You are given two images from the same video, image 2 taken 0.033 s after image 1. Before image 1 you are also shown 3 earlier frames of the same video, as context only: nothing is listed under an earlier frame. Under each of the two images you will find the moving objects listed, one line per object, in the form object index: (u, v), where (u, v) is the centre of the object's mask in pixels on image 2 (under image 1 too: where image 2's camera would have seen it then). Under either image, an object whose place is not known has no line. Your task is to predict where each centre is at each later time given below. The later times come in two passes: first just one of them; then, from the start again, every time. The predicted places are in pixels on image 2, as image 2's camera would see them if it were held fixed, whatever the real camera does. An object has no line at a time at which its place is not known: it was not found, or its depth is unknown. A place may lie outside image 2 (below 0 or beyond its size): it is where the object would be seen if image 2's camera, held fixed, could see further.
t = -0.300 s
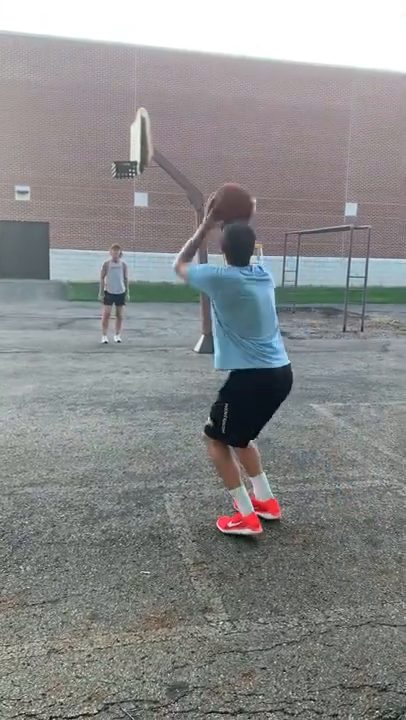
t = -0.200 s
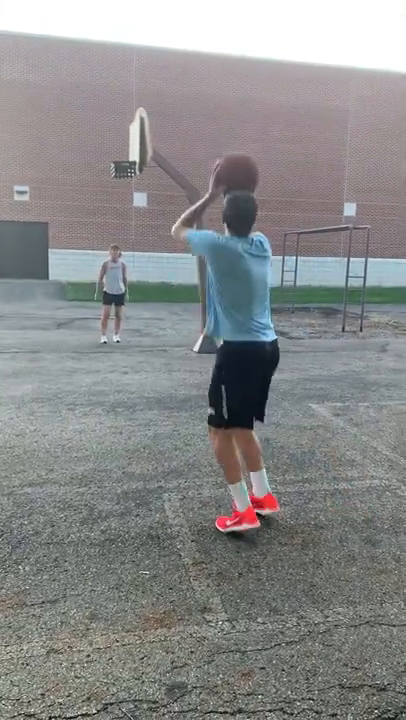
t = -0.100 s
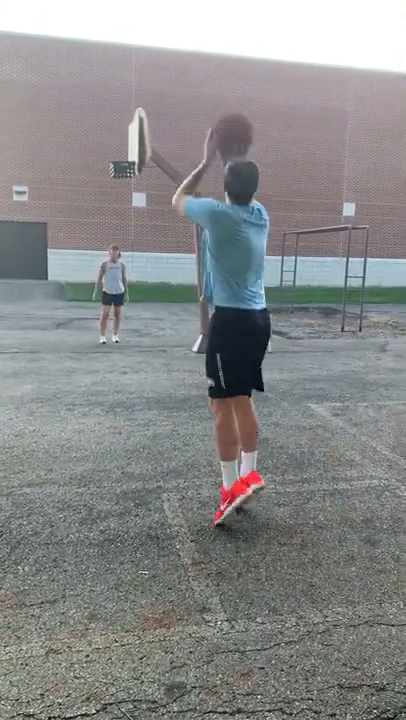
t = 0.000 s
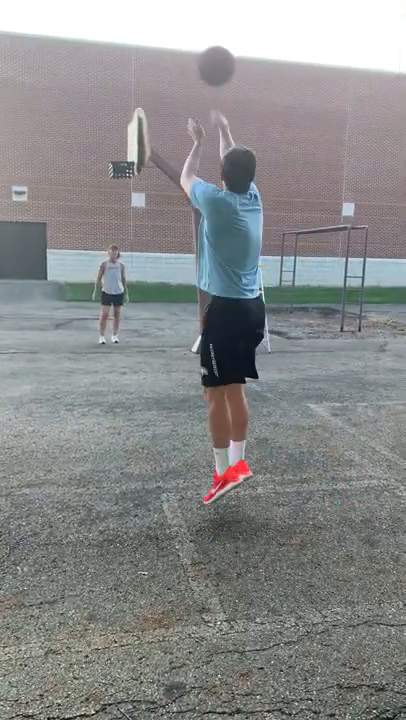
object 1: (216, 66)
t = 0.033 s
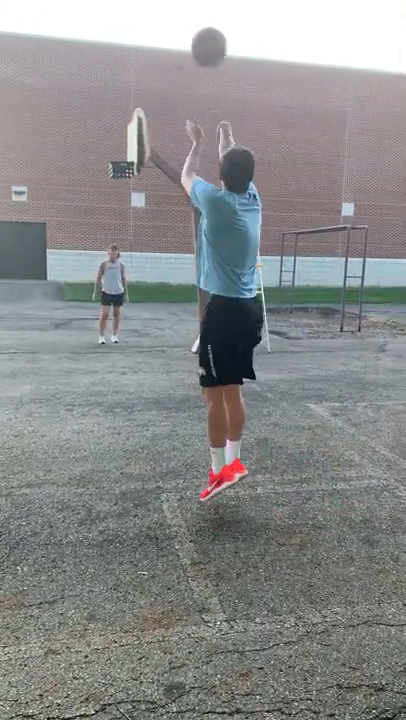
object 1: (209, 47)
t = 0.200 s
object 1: (182, 5)
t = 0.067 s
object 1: (202, 31)
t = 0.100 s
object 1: (197, 18)
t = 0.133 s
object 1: (192, 12)
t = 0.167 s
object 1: (186, 7)
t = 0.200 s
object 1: (182, 5)
